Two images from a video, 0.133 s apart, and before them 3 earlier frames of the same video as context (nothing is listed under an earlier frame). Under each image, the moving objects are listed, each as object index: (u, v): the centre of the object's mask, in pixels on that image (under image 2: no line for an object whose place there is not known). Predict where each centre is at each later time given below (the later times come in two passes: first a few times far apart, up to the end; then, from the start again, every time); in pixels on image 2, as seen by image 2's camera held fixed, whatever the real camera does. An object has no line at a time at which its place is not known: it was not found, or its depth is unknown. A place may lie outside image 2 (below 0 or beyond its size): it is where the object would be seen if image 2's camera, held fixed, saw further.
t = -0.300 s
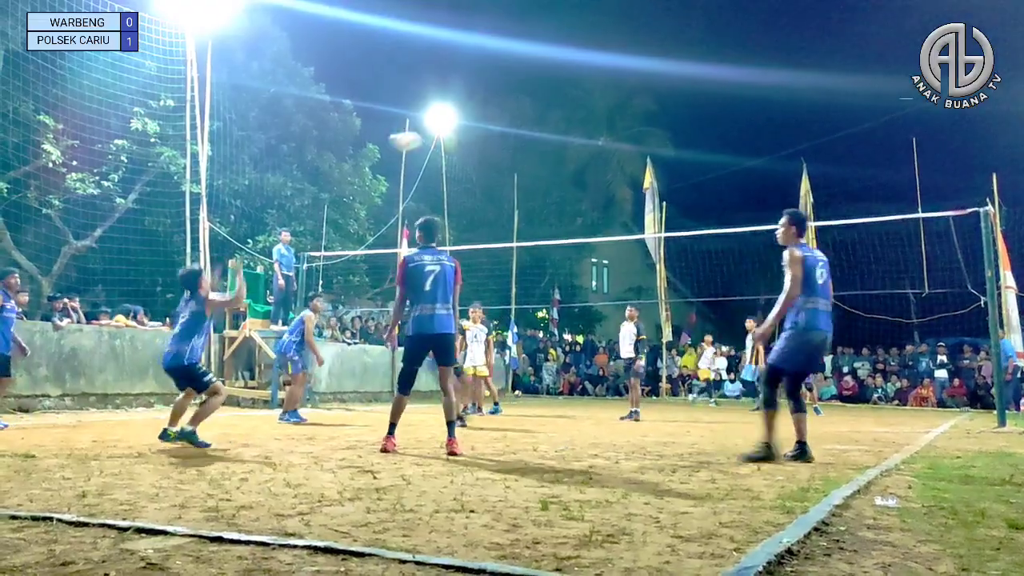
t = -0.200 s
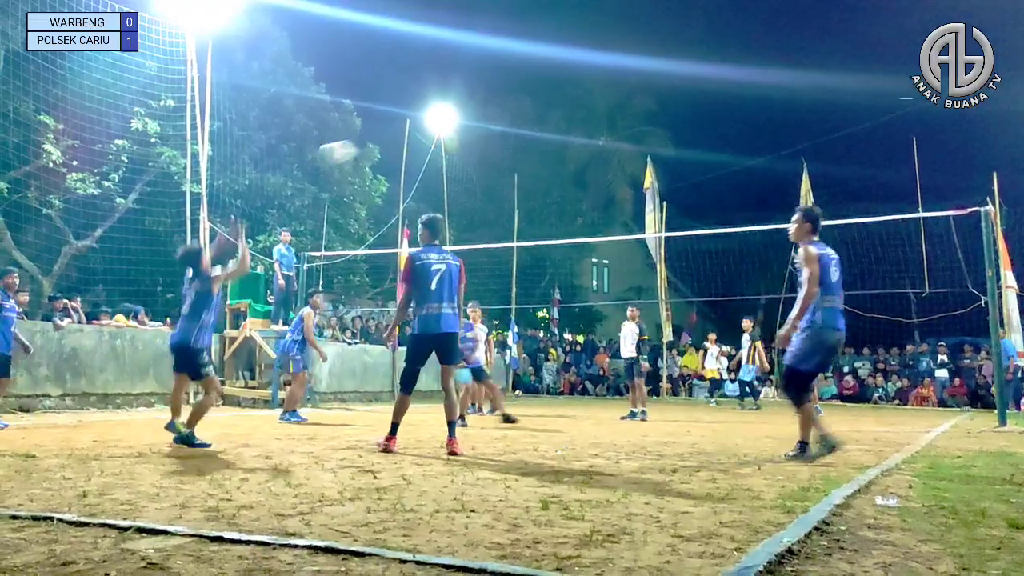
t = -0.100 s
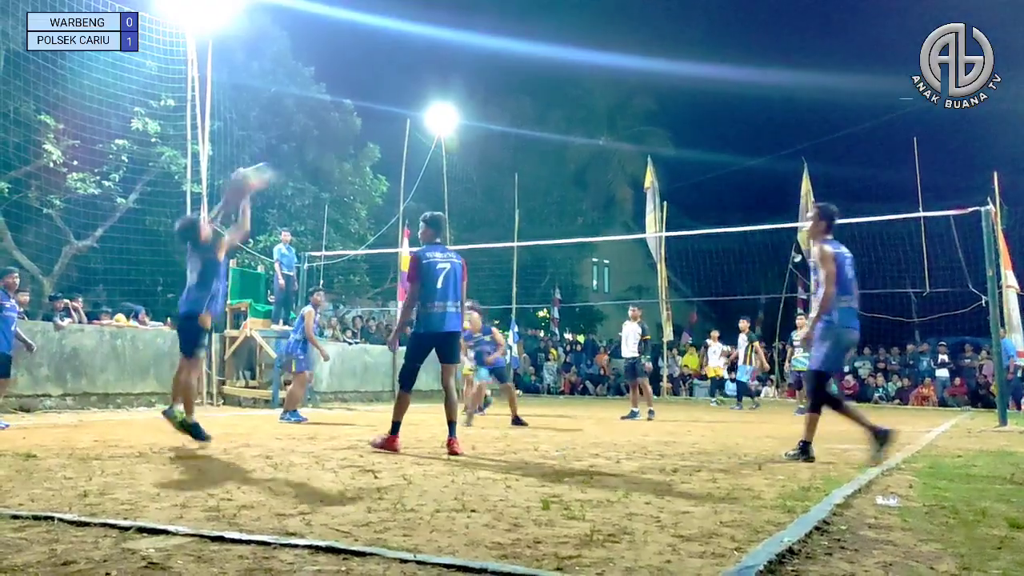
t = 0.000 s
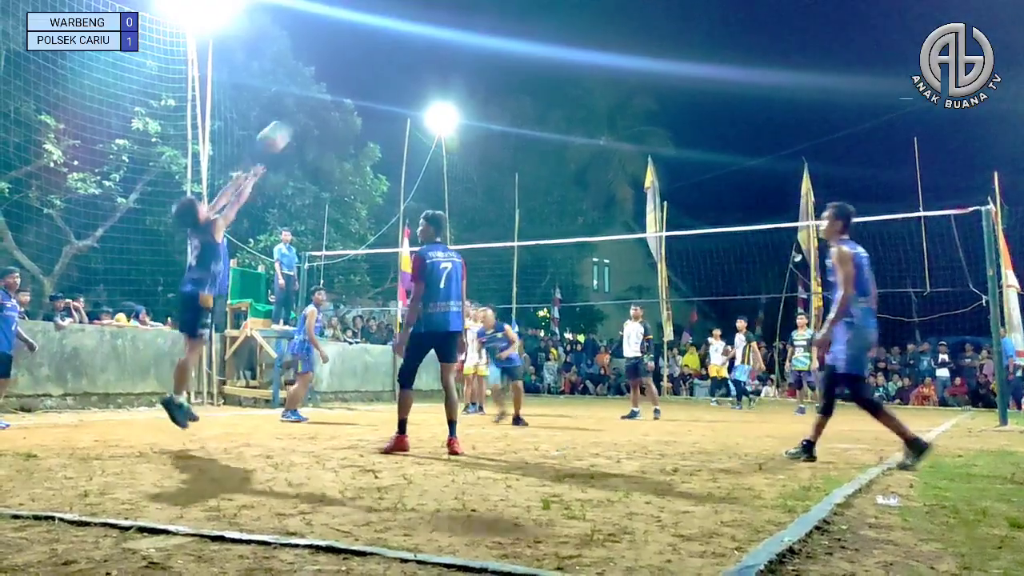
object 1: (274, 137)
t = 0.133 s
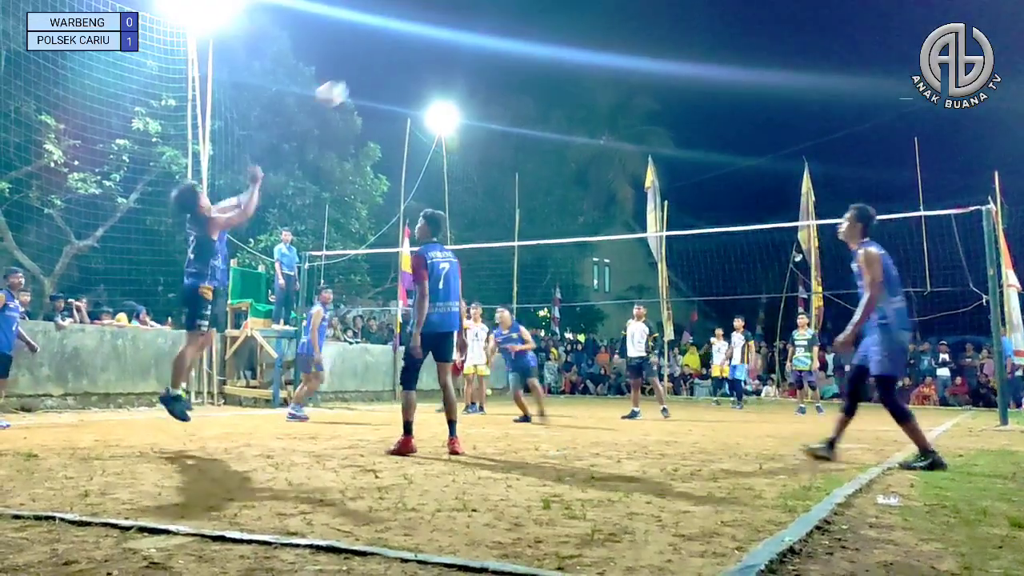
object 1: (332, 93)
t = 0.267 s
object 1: (383, 72)
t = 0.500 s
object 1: (459, 79)
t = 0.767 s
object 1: (533, 144)
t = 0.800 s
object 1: (541, 155)
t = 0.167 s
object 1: (345, 86)
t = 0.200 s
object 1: (358, 80)
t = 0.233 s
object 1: (370, 76)
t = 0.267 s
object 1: (383, 72)
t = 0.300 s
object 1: (394, 70)
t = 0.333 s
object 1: (406, 69)
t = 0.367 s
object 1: (417, 69)
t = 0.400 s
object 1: (428, 70)
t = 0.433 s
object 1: (439, 72)
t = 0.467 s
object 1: (449, 75)
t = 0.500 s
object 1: (459, 79)
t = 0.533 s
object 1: (469, 84)
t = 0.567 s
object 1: (479, 90)
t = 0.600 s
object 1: (488, 97)
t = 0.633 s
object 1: (498, 105)
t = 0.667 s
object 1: (507, 114)
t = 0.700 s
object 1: (516, 123)
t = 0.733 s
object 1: (524, 133)
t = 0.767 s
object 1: (533, 144)
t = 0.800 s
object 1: (541, 155)
